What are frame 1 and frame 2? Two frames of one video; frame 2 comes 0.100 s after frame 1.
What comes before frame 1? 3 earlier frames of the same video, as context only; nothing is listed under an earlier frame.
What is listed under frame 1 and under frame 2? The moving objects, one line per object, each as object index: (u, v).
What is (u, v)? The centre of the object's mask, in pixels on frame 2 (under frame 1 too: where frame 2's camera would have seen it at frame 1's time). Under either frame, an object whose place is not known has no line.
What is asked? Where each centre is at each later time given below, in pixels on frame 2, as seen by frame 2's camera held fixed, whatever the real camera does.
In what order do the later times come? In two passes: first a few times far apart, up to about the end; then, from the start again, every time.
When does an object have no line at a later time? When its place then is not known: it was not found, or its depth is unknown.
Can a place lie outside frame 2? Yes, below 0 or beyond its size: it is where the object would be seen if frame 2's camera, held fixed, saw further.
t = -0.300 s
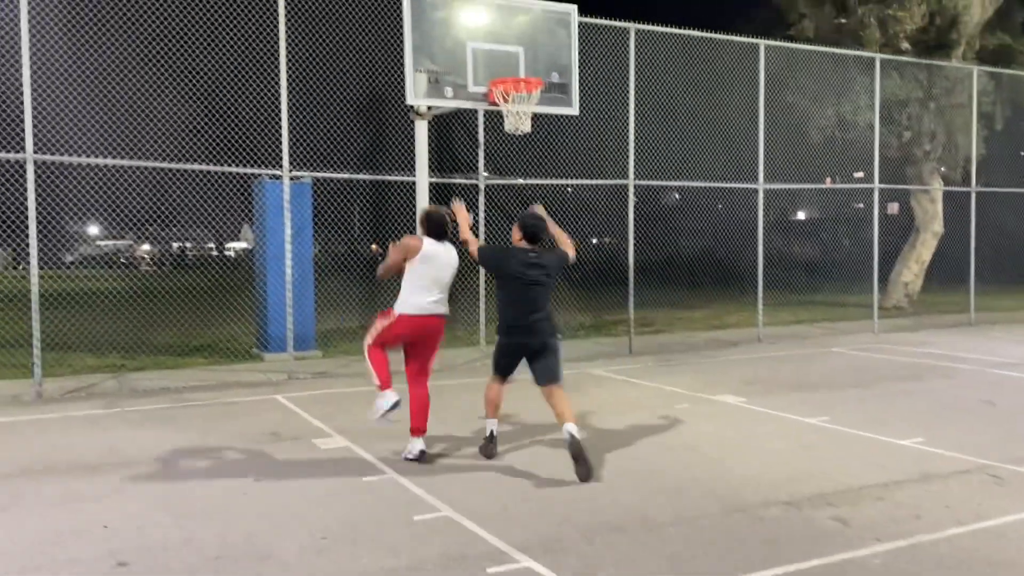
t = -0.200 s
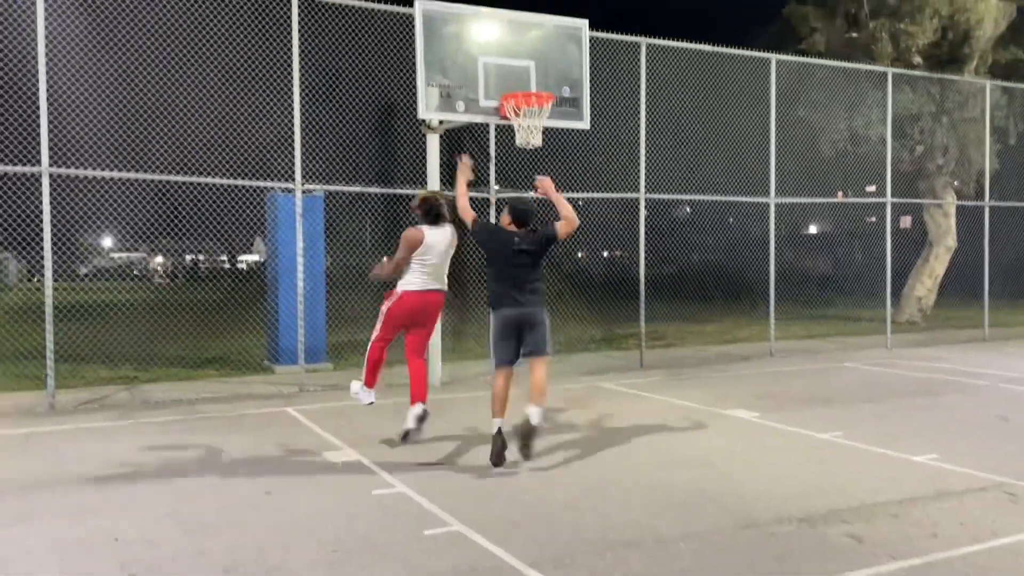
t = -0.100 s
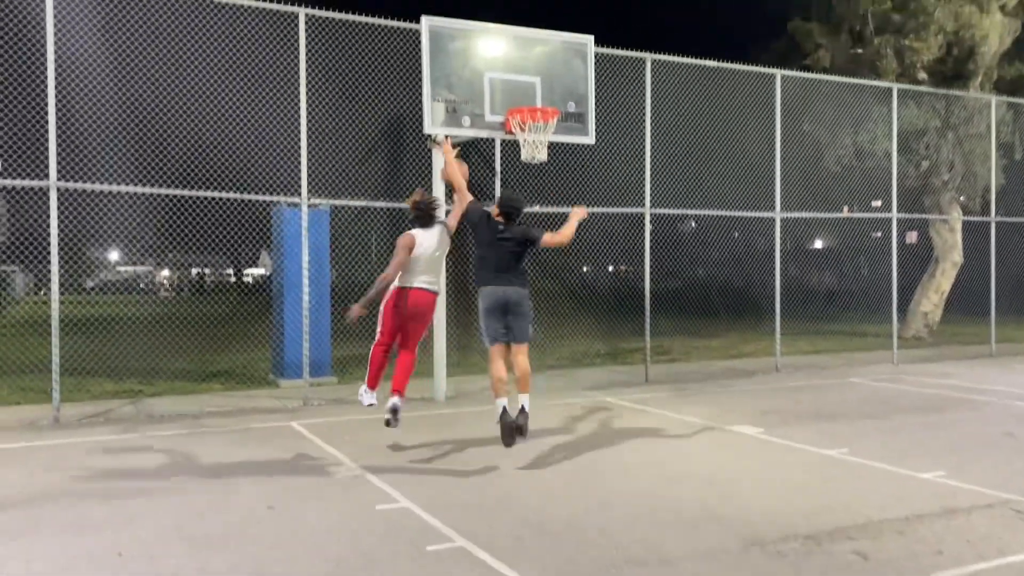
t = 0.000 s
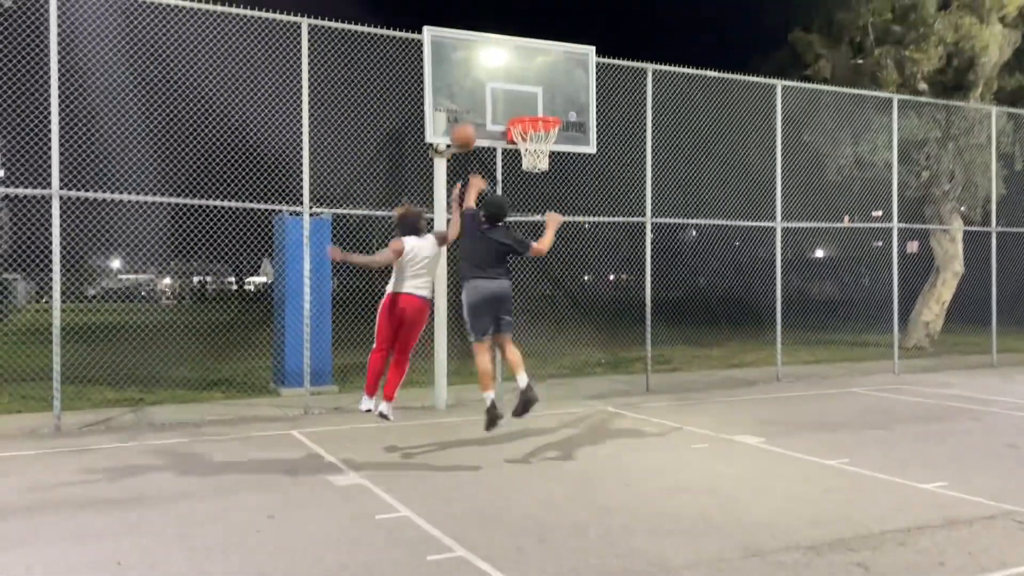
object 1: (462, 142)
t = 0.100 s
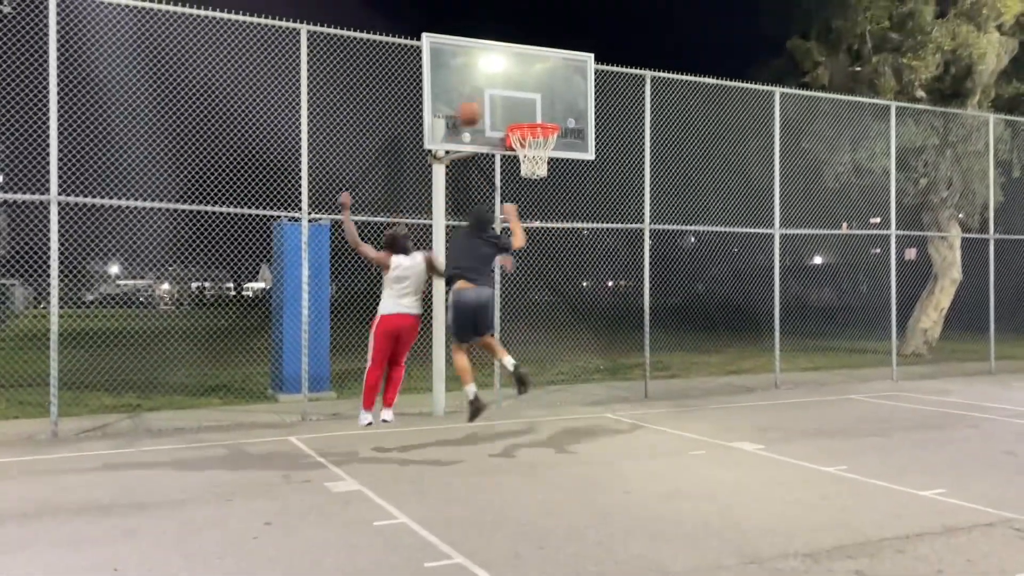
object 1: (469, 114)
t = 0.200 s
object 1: (480, 95)
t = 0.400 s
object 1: (507, 89)
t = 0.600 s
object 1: (535, 126)
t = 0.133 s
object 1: (471, 107)
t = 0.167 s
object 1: (475, 101)
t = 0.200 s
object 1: (480, 95)
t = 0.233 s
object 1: (485, 92)
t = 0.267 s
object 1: (489, 89)
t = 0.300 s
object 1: (493, 87)
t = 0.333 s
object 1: (498, 87)
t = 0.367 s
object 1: (502, 88)
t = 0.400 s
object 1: (507, 89)
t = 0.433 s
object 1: (512, 92)
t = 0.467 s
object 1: (516, 97)
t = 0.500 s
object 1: (521, 103)
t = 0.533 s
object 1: (525, 109)
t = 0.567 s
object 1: (531, 119)
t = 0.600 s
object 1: (535, 126)
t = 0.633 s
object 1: (539, 138)
